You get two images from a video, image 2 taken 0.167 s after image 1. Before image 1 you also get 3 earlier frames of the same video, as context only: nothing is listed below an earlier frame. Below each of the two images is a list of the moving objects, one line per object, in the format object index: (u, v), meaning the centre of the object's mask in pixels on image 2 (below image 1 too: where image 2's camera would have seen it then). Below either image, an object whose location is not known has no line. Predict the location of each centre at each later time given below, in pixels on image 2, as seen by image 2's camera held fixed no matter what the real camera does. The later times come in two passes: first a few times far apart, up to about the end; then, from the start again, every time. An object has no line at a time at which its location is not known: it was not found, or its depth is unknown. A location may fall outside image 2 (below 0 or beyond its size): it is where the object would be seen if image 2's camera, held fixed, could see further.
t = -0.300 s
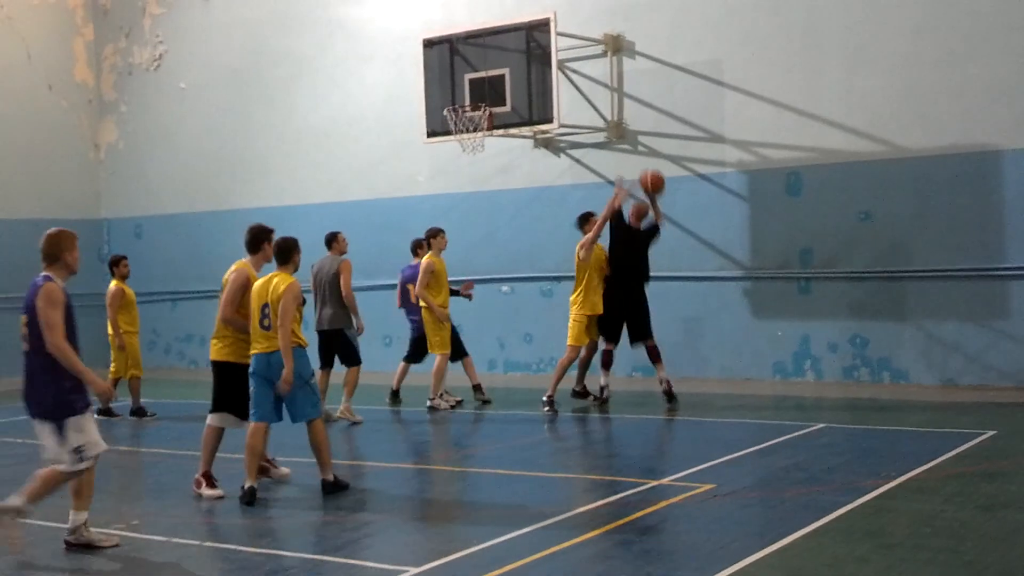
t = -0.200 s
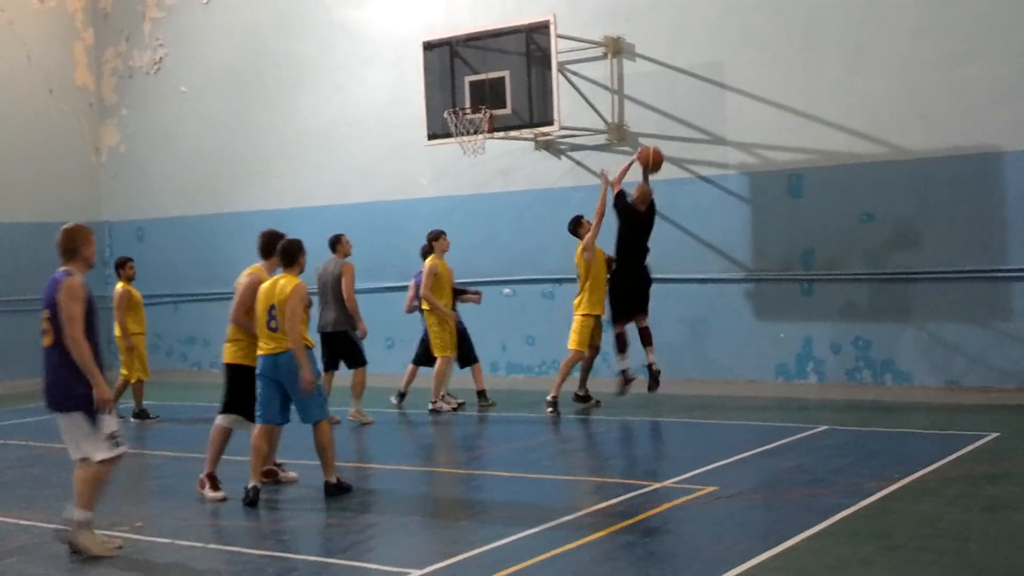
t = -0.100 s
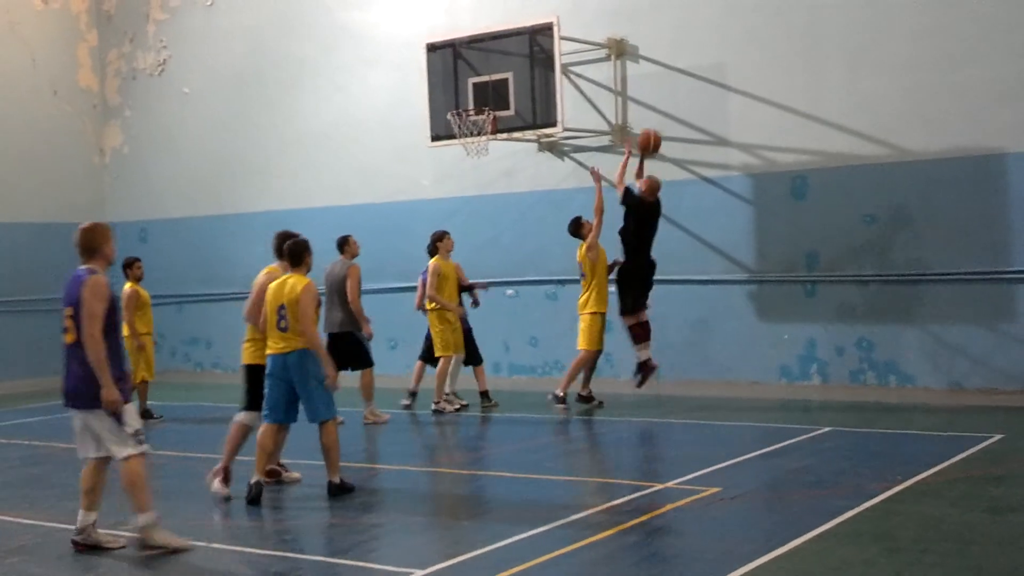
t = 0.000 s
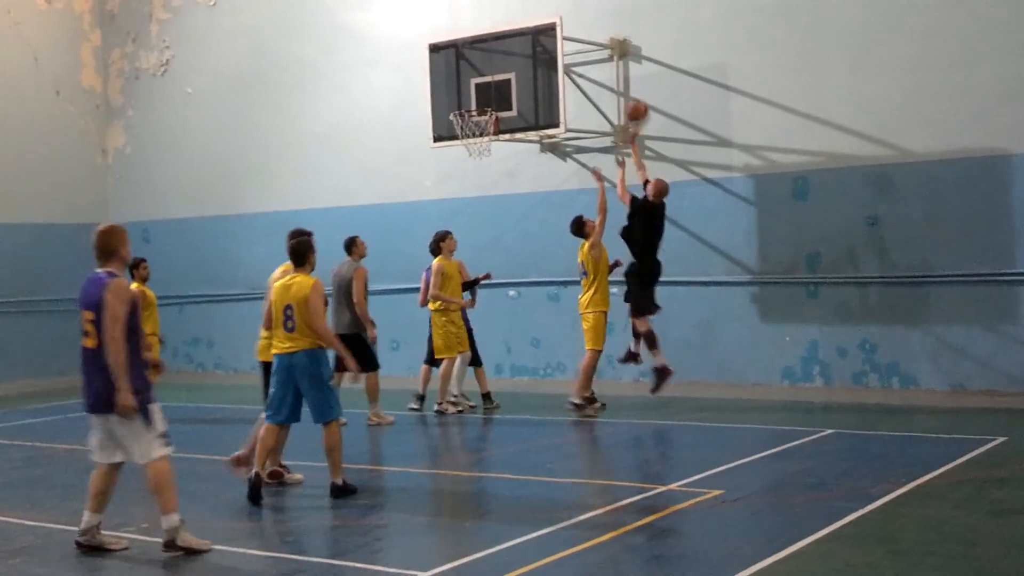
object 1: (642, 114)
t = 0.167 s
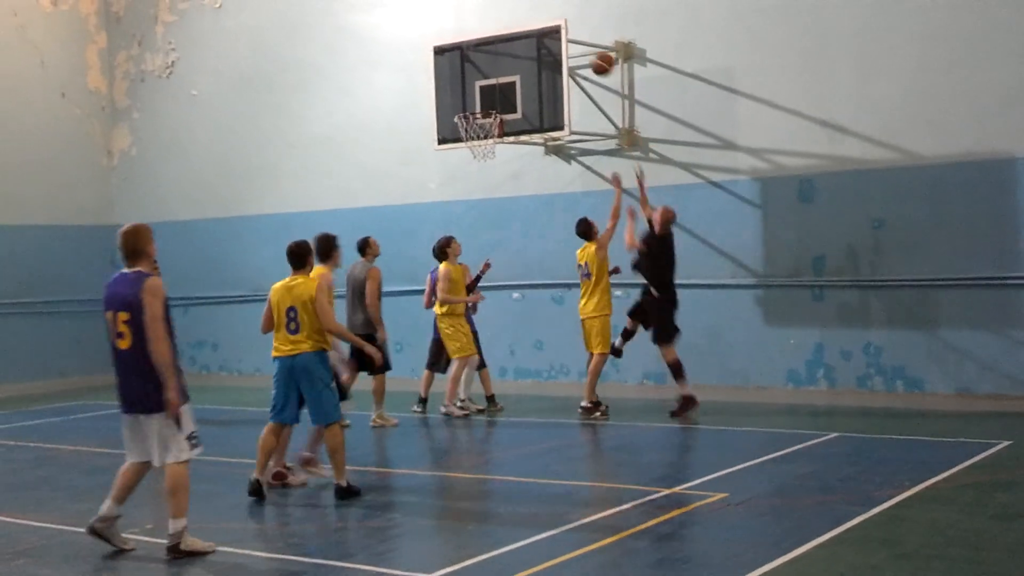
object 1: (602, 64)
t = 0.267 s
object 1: (580, 47)
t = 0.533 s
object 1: (526, 51)
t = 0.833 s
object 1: (473, 131)
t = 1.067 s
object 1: (475, 168)
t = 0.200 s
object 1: (594, 57)
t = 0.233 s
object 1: (587, 51)
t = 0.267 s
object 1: (580, 47)
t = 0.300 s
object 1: (573, 44)
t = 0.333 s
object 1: (566, 41)
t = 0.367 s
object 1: (559, 40)
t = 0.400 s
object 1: (551, 40)
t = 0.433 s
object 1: (545, 39)
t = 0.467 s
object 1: (538, 42)
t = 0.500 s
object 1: (533, 47)
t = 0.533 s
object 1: (526, 51)
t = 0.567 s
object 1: (520, 56)
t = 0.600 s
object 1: (515, 62)
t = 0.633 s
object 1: (507, 70)
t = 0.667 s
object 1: (502, 77)
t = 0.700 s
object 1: (496, 86)
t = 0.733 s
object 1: (490, 97)
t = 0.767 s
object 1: (484, 106)
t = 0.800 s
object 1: (478, 121)
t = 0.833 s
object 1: (473, 131)
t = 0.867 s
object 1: (470, 142)
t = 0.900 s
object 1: (471, 148)
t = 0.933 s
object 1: (471, 151)
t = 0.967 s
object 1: (472, 153)
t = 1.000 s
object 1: (473, 157)
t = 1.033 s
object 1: (474, 162)
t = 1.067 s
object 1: (475, 168)
